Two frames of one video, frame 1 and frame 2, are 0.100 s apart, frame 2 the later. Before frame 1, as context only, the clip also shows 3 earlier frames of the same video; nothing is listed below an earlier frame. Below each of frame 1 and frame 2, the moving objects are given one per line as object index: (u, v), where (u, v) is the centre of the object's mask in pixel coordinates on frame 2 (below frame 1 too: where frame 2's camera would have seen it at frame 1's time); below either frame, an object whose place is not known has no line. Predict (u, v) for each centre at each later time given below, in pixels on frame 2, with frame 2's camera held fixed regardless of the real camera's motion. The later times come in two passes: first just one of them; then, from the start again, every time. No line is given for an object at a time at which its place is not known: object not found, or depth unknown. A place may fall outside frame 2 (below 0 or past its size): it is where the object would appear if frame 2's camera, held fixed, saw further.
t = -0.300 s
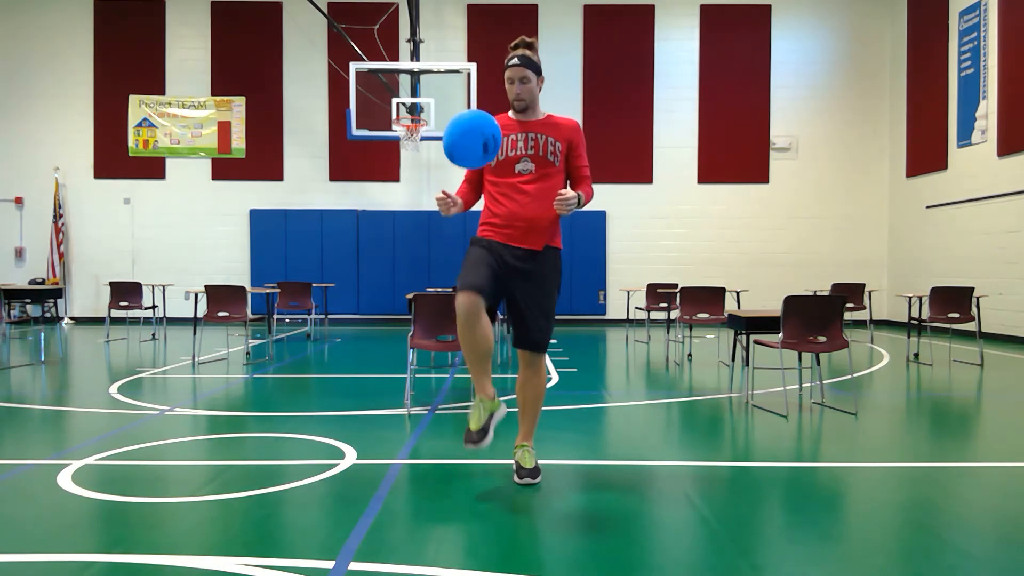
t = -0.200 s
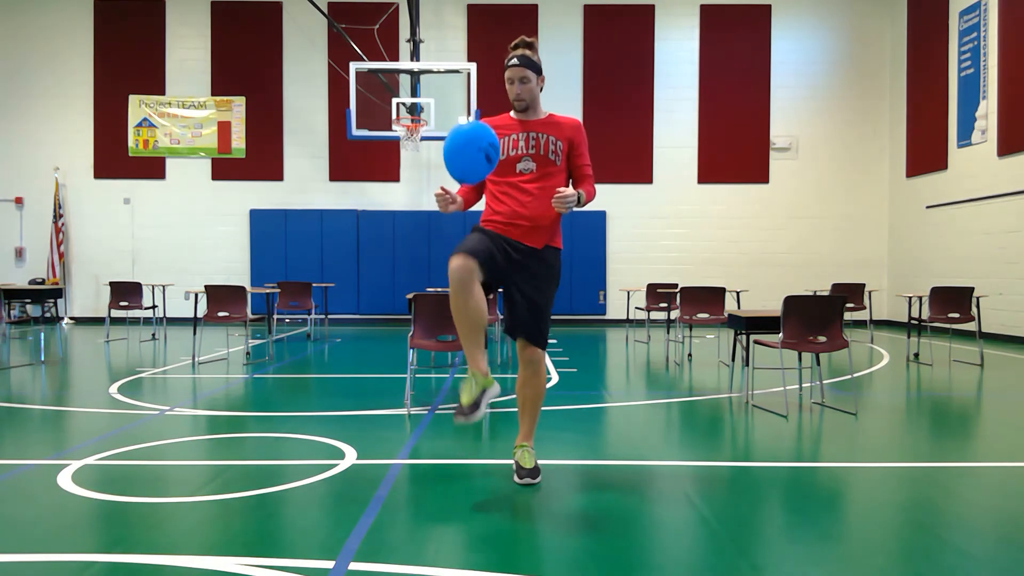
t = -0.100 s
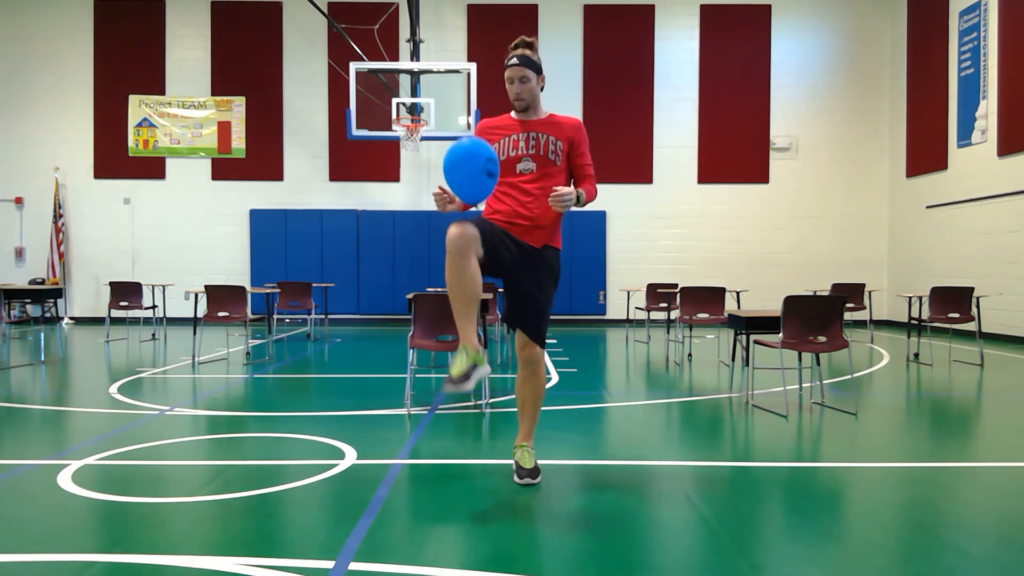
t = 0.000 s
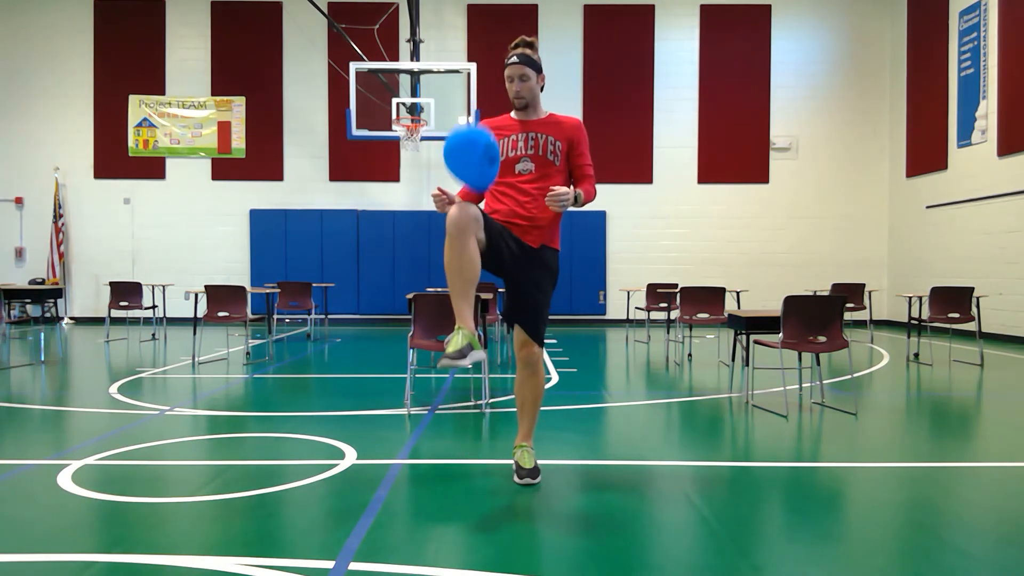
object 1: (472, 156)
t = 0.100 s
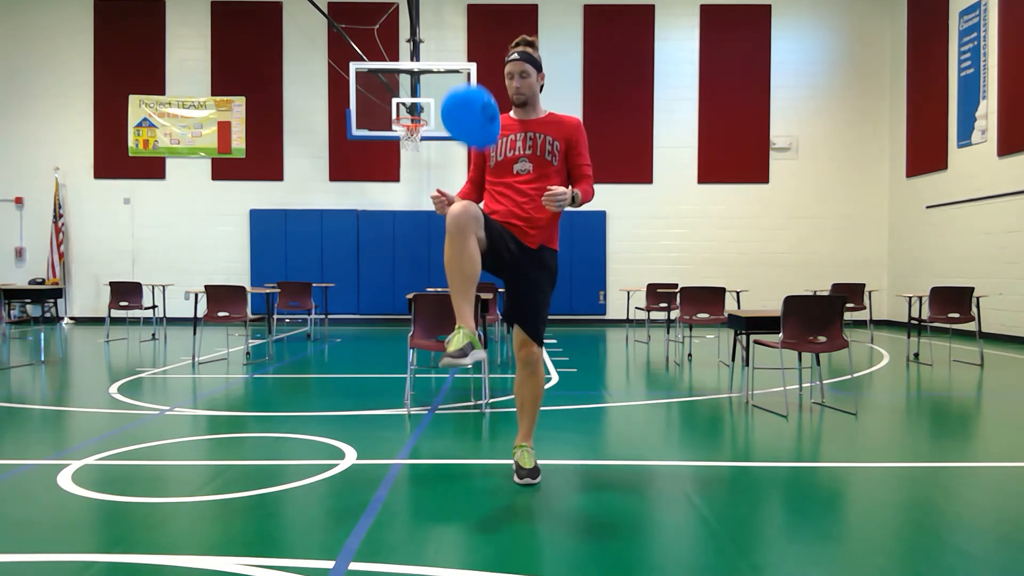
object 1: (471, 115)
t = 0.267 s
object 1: (466, 66)
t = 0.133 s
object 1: (470, 104)
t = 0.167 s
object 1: (470, 93)
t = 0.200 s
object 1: (469, 84)
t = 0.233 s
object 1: (468, 74)
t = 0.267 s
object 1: (466, 66)
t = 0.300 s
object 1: (465, 59)
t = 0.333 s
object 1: (463, 52)
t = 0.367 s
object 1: (462, 47)
